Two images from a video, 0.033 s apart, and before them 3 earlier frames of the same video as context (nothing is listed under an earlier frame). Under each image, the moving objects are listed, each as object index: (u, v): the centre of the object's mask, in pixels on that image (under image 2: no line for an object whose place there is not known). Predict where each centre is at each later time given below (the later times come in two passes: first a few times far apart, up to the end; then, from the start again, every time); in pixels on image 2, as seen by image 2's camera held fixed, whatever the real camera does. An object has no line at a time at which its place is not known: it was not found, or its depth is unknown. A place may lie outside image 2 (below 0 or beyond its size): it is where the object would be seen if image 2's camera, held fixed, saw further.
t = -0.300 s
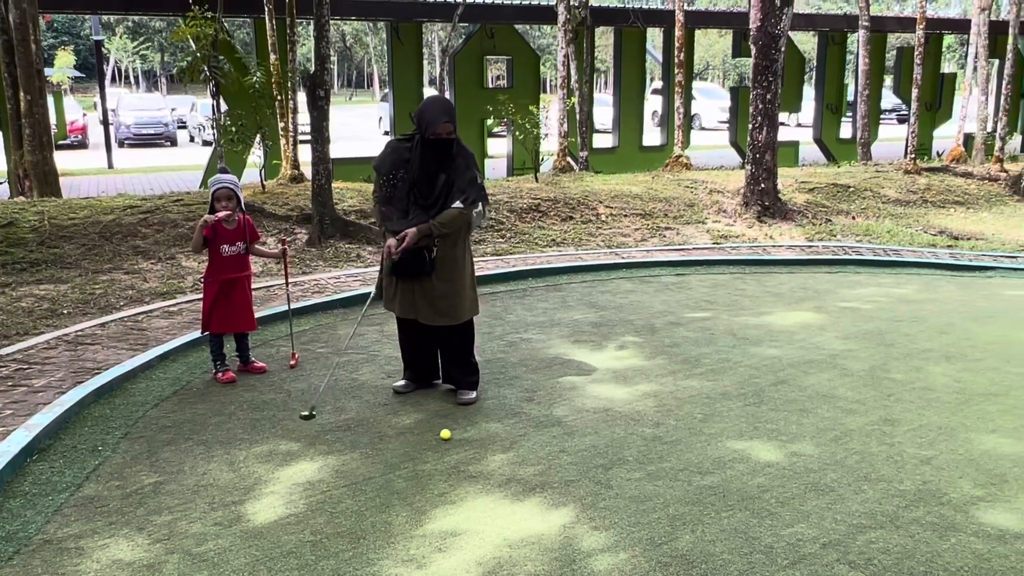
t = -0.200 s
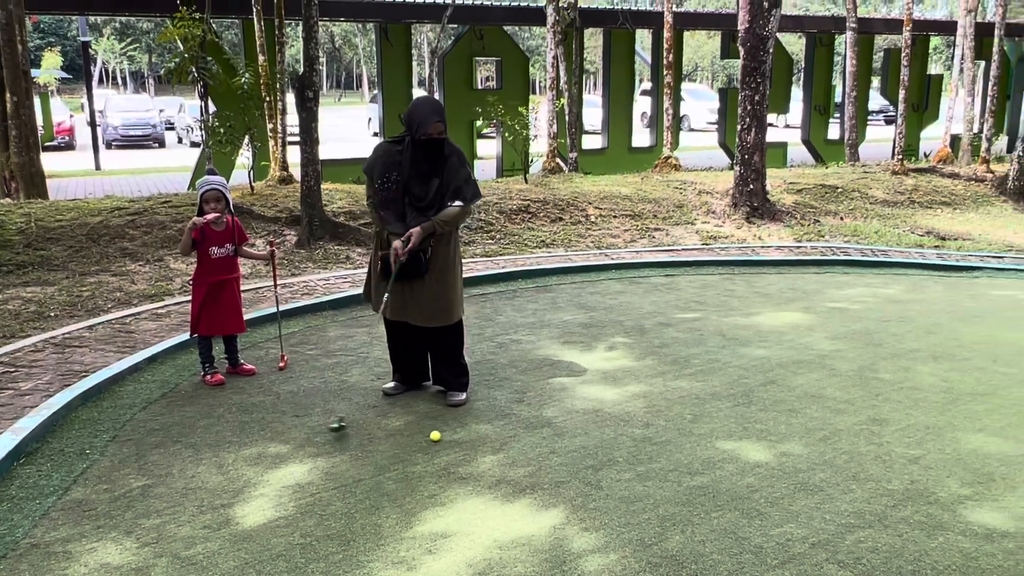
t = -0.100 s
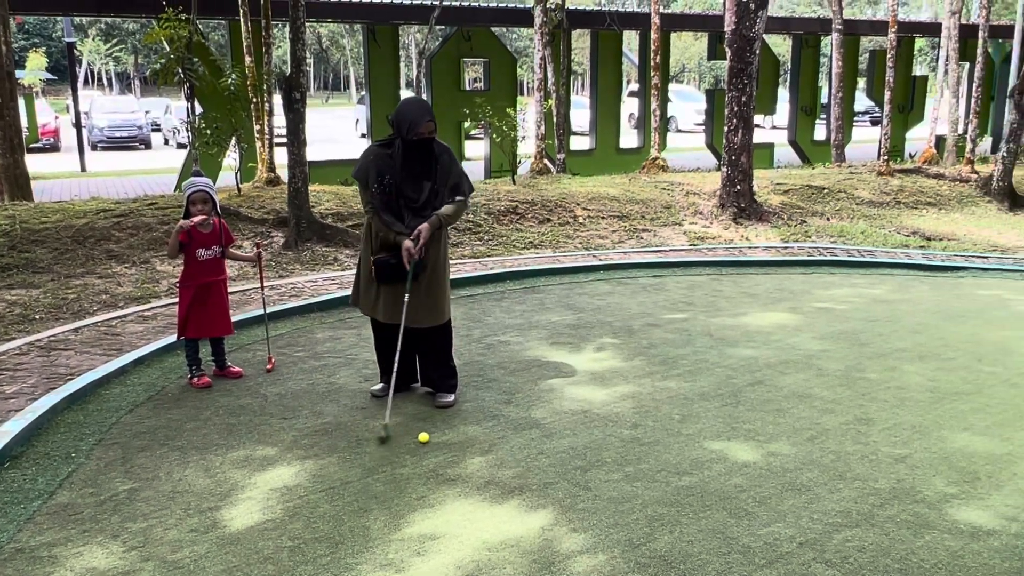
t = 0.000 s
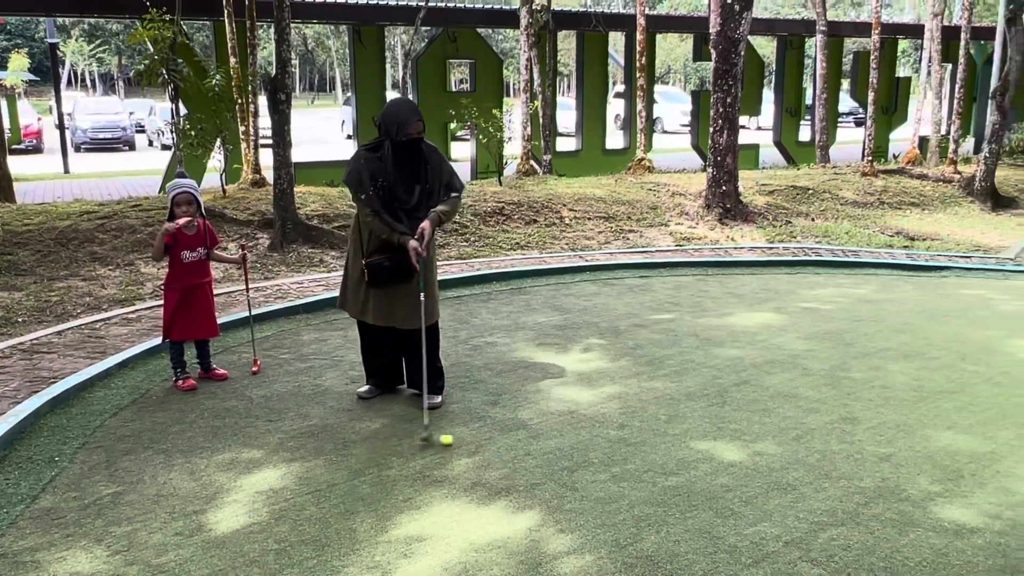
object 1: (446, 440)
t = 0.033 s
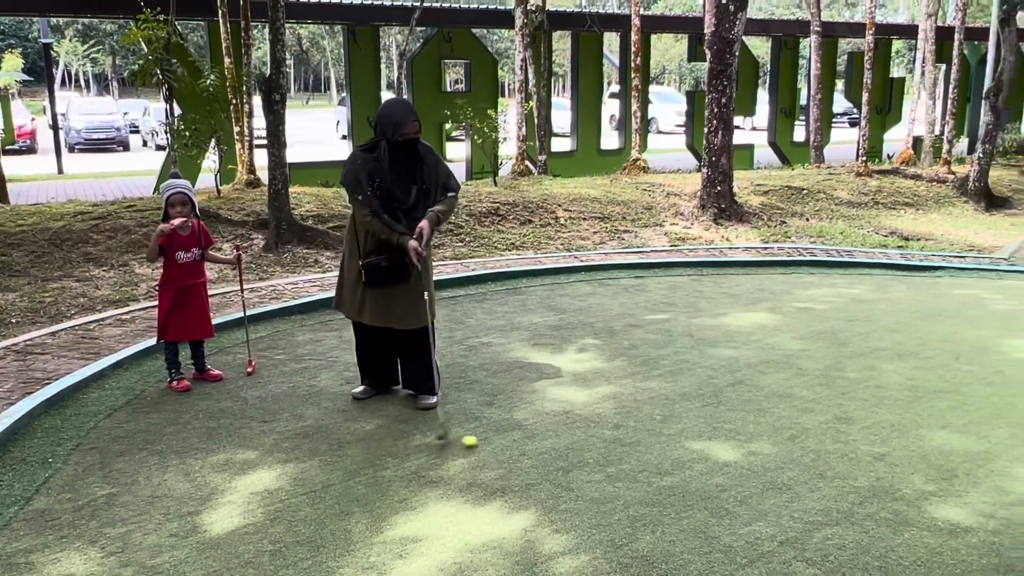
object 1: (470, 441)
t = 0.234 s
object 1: (619, 443)
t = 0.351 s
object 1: (695, 444)
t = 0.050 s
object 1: (482, 441)
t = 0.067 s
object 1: (496, 441)
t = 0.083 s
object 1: (509, 442)
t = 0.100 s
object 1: (522, 443)
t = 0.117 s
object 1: (535, 442)
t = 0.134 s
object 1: (548, 442)
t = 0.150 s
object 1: (560, 442)
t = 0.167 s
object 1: (573, 443)
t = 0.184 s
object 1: (585, 443)
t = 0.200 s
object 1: (596, 443)
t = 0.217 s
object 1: (608, 443)
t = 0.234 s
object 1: (619, 443)
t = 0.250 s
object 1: (631, 443)
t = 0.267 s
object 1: (642, 444)
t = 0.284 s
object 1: (653, 444)
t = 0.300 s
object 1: (664, 444)
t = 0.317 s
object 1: (674, 444)
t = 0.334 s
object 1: (685, 444)
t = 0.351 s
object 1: (695, 444)
